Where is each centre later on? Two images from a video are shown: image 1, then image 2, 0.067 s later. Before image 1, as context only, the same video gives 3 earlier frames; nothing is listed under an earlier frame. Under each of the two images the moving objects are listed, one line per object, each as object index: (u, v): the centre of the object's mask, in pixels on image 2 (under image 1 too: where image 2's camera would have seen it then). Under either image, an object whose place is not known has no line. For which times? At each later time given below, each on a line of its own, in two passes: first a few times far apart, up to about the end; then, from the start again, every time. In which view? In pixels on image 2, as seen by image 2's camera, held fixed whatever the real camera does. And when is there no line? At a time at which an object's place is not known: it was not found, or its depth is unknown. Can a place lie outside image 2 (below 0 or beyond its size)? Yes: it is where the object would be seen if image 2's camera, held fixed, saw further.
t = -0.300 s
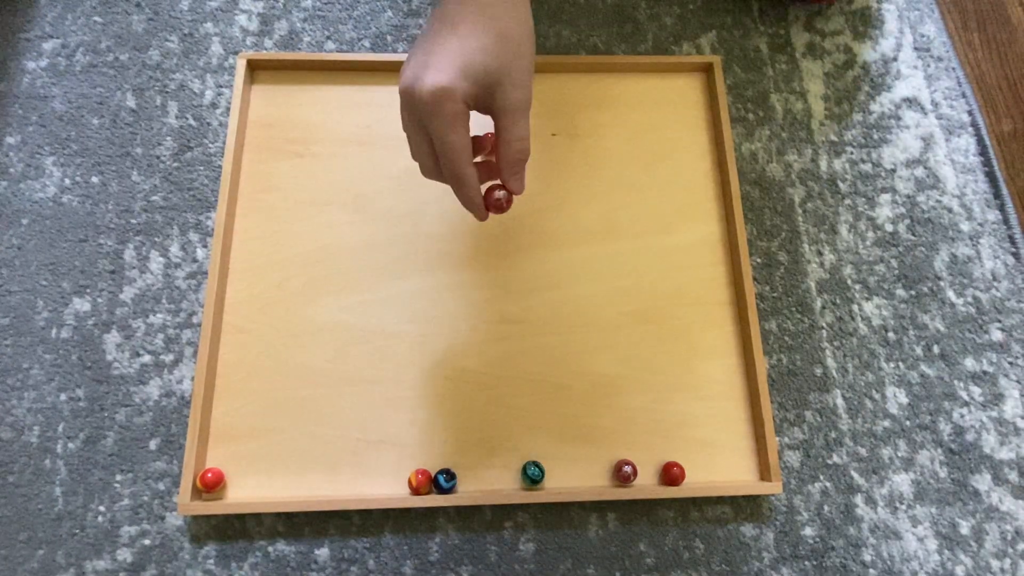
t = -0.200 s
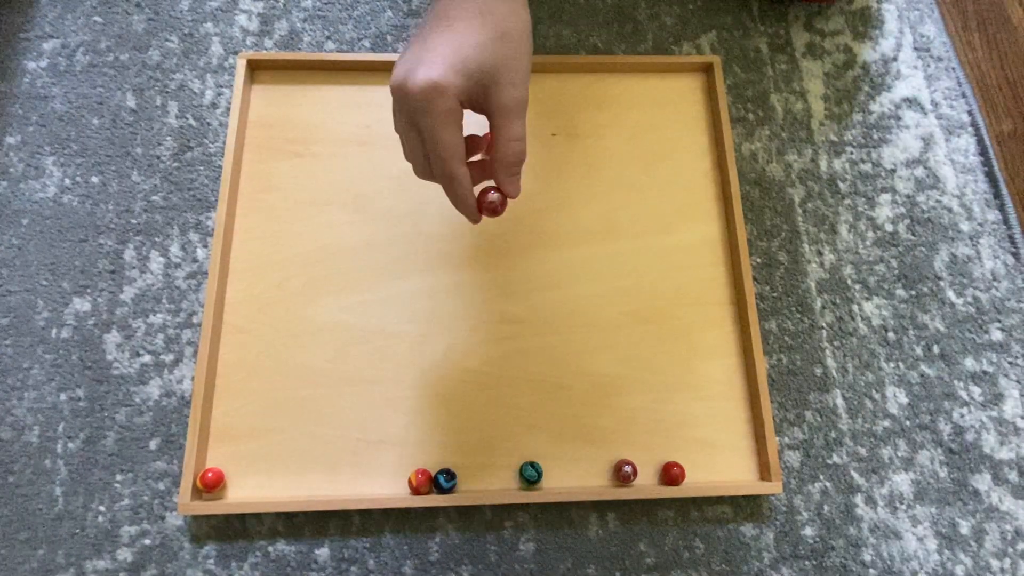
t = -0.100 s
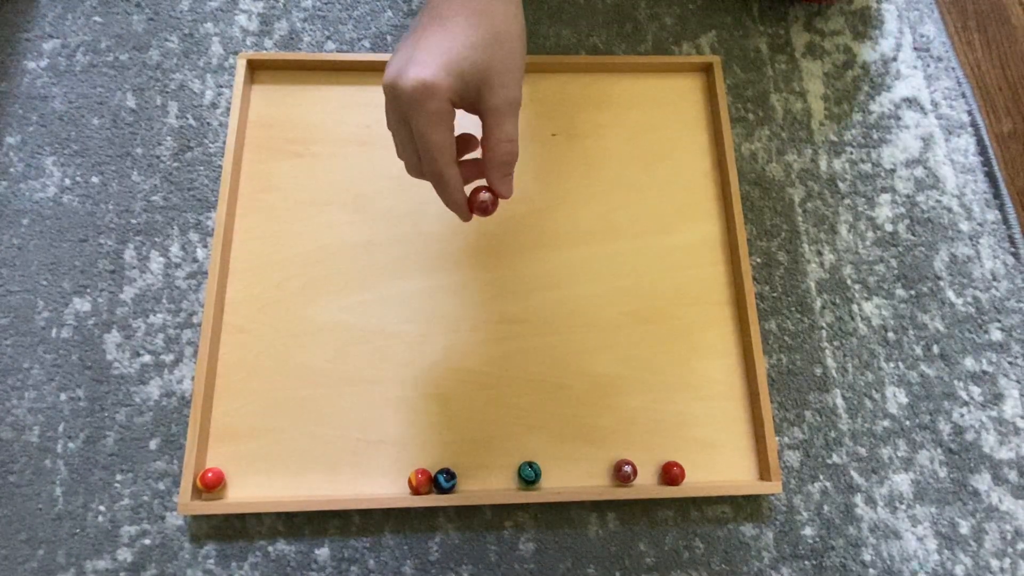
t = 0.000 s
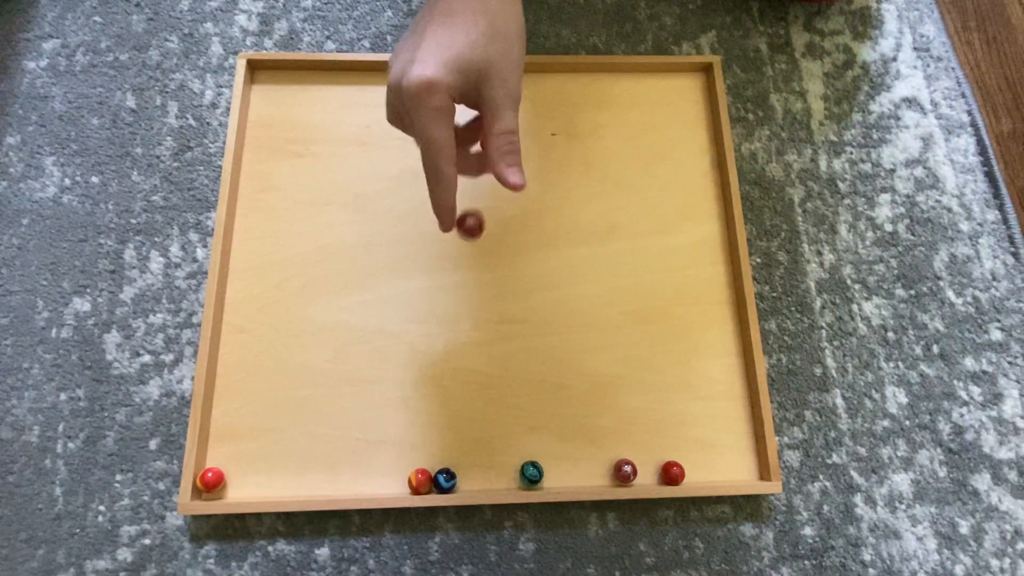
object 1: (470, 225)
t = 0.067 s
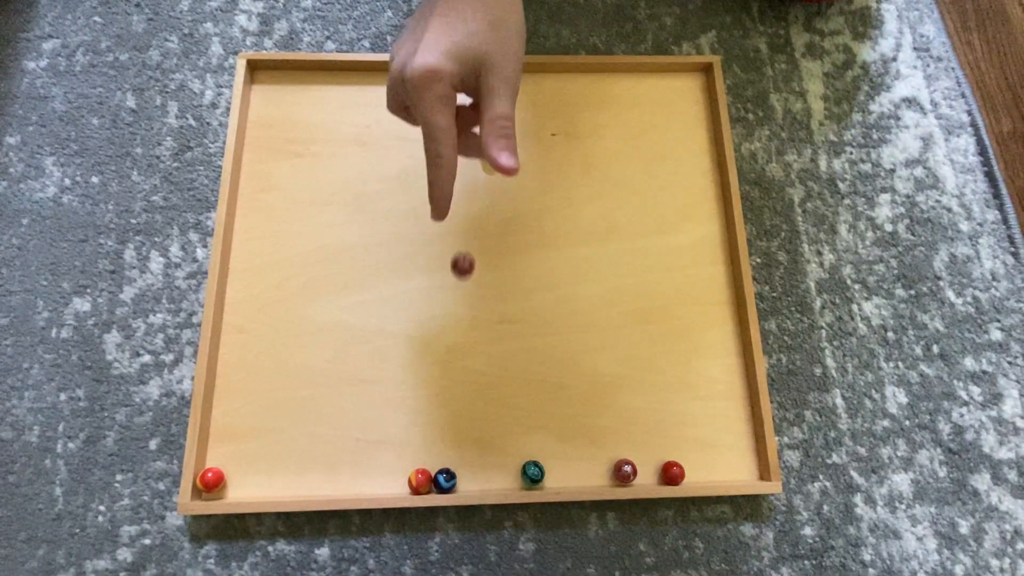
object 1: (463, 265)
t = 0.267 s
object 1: (460, 299)
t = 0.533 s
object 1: (451, 329)
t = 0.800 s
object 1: (436, 365)
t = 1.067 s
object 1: (416, 406)
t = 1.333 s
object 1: (391, 454)
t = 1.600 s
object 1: (367, 477)
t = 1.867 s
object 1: (351, 478)
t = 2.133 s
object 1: (340, 485)
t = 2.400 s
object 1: (327, 485)
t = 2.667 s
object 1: (324, 484)
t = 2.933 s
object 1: (325, 485)
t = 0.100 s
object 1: (461, 287)
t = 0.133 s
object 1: (461, 290)
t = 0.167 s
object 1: (461, 293)
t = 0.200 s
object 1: (460, 294)
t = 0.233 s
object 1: (460, 297)
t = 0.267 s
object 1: (460, 299)
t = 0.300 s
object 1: (459, 302)
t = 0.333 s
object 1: (458, 305)
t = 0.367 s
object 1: (457, 309)
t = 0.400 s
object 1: (456, 312)
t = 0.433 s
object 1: (455, 316)
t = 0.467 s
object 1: (454, 321)
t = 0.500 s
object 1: (453, 325)
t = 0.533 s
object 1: (451, 329)
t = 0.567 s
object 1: (450, 333)
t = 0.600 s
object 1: (448, 338)
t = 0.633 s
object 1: (446, 342)
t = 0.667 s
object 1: (445, 347)
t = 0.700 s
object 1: (443, 351)
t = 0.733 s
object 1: (441, 356)
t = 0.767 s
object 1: (438, 361)
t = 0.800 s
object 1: (436, 365)
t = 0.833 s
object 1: (433, 370)
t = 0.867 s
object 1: (431, 375)
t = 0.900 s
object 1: (428, 380)
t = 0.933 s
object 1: (426, 385)
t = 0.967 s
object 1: (423, 390)
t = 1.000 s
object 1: (421, 395)
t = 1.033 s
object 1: (419, 401)
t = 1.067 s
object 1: (416, 406)
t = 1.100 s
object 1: (413, 412)
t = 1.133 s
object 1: (411, 417)
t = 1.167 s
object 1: (407, 423)
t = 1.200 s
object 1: (404, 428)
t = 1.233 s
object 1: (401, 434)
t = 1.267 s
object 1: (397, 440)
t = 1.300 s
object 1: (394, 447)
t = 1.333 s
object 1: (391, 454)
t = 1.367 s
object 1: (387, 461)
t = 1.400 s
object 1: (384, 468)
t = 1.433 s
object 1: (381, 476)
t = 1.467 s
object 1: (378, 482)
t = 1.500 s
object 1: (375, 480)
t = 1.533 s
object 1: (373, 479)
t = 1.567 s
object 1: (370, 478)
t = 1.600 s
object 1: (367, 477)
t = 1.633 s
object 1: (364, 476)
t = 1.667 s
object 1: (362, 476)
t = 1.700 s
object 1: (360, 476)
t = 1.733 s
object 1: (358, 475)
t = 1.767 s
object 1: (356, 476)
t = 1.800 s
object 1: (354, 476)
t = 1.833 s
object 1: (352, 477)
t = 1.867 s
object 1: (351, 478)
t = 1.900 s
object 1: (349, 480)
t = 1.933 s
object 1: (348, 483)
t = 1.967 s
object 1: (346, 484)
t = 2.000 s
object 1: (345, 484)
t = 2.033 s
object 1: (343, 484)
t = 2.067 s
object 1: (342, 484)
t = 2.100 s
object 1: (341, 484)
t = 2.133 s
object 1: (340, 485)
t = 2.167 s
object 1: (338, 485)
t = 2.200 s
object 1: (337, 485)
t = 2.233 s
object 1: (335, 485)
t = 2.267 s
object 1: (333, 485)
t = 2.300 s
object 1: (331, 485)
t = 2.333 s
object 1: (330, 485)
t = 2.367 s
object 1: (329, 485)
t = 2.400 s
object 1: (327, 485)
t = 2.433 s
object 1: (326, 485)
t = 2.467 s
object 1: (326, 485)
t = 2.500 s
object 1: (325, 485)
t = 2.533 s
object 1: (325, 484)
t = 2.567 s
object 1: (324, 484)
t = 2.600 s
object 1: (324, 484)
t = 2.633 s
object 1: (324, 484)
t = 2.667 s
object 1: (324, 484)
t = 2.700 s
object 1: (324, 484)
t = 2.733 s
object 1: (324, 484)
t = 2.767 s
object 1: (324, 484)
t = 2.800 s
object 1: (324, 484)
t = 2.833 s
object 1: (325, 484)
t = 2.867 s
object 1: (325, 484)
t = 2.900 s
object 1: (325, 485)
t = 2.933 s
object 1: (325, 485)
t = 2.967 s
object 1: (325, 485)
